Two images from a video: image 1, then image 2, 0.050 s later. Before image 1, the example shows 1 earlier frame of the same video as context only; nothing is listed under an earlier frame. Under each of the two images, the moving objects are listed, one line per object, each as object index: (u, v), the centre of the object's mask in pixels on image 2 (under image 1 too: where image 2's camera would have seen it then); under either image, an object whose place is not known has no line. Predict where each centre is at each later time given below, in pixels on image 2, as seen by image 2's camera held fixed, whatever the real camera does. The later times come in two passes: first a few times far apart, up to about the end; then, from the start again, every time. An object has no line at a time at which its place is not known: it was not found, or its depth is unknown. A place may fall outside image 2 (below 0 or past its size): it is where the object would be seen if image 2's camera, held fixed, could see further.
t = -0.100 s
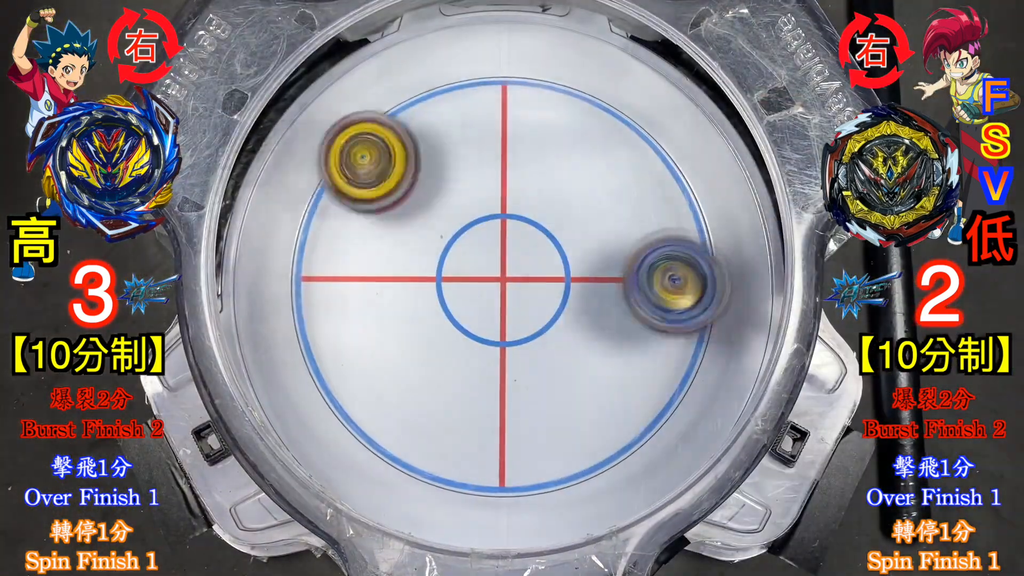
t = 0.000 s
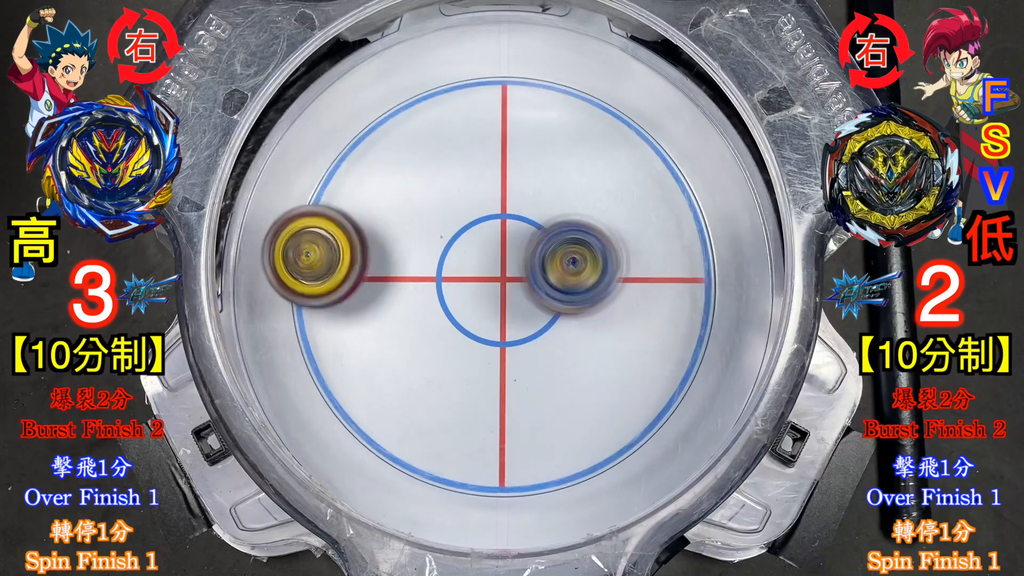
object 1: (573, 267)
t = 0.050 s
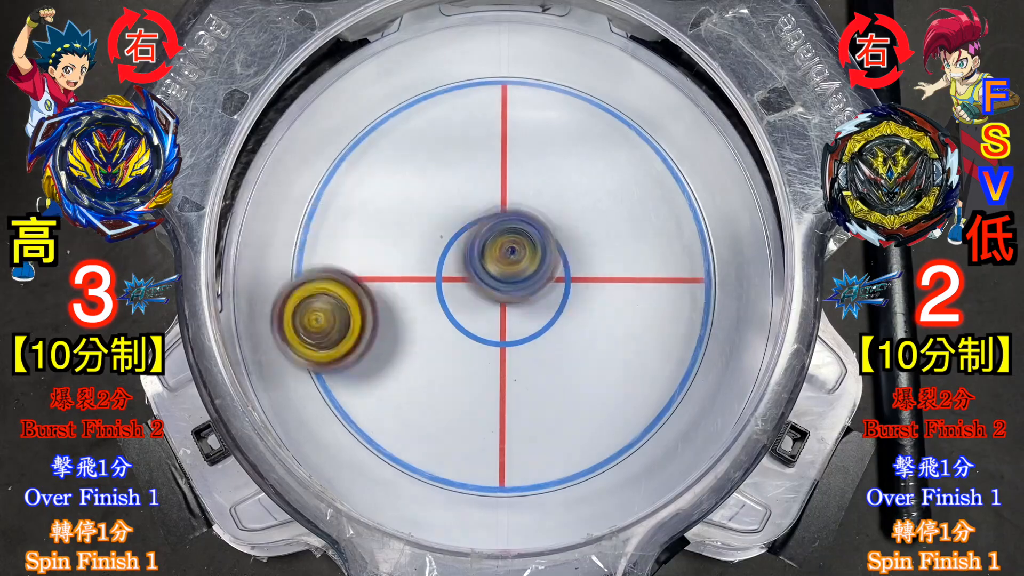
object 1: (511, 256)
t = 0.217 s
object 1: (315, 231)
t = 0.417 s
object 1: (297, 260)
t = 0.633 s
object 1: (525, 330)
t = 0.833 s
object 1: (690, 324)
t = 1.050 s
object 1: (622, 242)
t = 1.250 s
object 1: (394, 180)
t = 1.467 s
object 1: (269, 242)
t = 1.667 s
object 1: (356, 357)
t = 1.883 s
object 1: (605, 378)
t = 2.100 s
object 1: (693, 227)
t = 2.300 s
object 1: (496, 105)
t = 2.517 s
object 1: (270, 177)
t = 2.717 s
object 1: (313, 229)
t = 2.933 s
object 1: (348, 82)
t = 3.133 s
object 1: (490, 234)
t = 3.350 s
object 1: (635, 409)
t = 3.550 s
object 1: (616, 388)
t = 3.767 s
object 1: (486, 207)
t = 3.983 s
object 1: (411, 166)
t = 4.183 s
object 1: (446, 299)
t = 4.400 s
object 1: (619, 412)
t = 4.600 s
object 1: (683, 320)
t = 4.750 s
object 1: (614, 182)
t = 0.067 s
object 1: (490, 252)
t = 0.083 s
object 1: (468, 248)
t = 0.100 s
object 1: (447, 243)
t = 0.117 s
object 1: (427, 240)
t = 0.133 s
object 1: (407, 236)
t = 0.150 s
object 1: (386, 233)
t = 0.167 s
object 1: (367, 233)
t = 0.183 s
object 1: (348, 231)
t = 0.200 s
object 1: (331, 231)
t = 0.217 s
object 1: (315, 231)
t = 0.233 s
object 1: (300, 230)
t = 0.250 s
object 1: (288, 232)
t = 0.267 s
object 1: (277, 232)
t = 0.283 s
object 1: (268, 233)
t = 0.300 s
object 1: (264, 235)
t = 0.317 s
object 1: (260, 238)
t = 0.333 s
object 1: (259, 243)
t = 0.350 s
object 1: (263, 244)
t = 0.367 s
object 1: (267, 248)
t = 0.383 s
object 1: (275, 252)
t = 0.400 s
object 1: (285, 256)
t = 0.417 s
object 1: (297, 260)
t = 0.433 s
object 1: (310, 265)
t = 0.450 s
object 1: (324, 270)
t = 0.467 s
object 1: (340, 276)
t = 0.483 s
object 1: (357, 282)
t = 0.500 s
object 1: (374, 287)
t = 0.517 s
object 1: (392, 293)
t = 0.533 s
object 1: (409, 300)
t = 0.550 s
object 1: (429, 306)
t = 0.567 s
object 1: (449, 312)
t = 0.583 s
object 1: (469, 318)
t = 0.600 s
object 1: (489, 323)
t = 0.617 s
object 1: (506, 326)
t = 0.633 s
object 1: (525, 330)
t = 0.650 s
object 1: (544, 333)
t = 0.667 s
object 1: (559, 336)
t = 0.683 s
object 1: (577, 338)
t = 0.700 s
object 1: (595, 340)
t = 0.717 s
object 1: (610, 340)
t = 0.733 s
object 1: (626, 337)
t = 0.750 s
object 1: (640, 336)
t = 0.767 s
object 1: (653, 335)
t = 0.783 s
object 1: (662, 335)
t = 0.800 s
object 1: (673, 332)
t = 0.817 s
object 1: (682, 328)
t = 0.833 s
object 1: (690, 324)
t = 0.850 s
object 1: (697, 319)
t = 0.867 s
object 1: (702, 315)
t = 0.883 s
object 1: (703, 311)
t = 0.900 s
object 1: (704, 305)
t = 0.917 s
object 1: (705, 299)
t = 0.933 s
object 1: (704, 294)
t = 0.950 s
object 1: (700, 286)
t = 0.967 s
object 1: (691, 279)
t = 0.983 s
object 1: (678, 272)
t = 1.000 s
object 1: (667, 267)
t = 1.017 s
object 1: (654, 257)
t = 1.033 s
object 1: (637, 249)
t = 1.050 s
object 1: (622, 242)
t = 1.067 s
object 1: (605, 235)
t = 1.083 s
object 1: (588, 230)
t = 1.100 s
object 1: (570, 222)
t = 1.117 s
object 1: (552, 215)
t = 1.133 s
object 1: (531, 209)
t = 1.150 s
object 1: (510, 205)
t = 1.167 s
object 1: (492, 199)
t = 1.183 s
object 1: (472, 194)
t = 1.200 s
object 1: (451, 188)
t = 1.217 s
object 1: (432, 185)
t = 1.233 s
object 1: (415, 185)
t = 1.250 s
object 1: (394, 180)
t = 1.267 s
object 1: (376, 178)
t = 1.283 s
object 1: (357, 179)
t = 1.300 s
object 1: (342, 180)
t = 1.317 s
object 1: (326, 181)
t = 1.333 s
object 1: (312, 182)
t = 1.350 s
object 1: (301, 187)
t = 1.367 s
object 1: (292, 192)
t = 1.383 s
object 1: (286, 200)
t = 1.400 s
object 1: (280, 206)
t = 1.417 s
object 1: (274, 215)
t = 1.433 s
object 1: (270, 224)
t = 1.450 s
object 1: (270, 233)
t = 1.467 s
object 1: (269, 242)
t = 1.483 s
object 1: (268, 250)
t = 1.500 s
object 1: (269, 261)
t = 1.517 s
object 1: (274, 270)
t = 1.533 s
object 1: (277, 279)
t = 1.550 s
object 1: (280, 287)
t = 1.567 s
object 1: (287, 301)
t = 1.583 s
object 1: (296, 310)
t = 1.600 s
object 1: (305, 319)
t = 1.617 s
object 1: (313, 331)
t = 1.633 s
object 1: (330, 340)
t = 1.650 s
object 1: (345, 348)
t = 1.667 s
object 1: (356, 357)
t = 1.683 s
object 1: (375, 365)
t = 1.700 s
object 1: (396, 369)
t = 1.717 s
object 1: (412, 373)
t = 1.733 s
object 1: (430, 382)
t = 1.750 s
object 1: (452, 387)
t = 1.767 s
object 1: (472, 387)
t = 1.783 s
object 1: (492, 392)
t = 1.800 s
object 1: (514, 392)
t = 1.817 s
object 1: (534, 388)
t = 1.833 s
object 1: (552, 389)
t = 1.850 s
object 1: (573, 387)
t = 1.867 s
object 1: (591, 382)
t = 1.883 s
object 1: (605, 378)
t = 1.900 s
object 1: (626, 372)
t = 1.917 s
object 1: (640, 362)
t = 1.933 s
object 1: (654, 355)
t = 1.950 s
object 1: (669, 346)
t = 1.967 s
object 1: (681, 334)
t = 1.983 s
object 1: (692, 324)
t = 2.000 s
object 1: (700, 310)
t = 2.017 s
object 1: (704, 295)
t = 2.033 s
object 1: (707, 283)
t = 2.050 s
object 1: (708, 268)
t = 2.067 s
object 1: (703, 253)
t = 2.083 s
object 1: (700, 241)
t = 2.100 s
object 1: (693, 227)
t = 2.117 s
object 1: (681, 213)
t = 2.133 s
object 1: (670, 202)
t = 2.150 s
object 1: (655, 190)
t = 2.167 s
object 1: (642, 179)
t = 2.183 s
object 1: (628, 167)
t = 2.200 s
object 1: (611, 156)
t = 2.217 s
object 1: (595, 144)
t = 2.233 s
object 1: (575, 134)
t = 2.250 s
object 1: (557, 127)
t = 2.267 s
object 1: (537, 117)
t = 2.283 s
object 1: (515, 110)
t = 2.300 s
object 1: (496, 105)
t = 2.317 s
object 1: (473, 100)
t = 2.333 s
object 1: (454, 99)
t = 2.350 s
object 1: (432, 96)
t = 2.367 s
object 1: (409, 95)
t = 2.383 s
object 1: (389, 98)
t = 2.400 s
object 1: (369, 102)
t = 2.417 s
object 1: (352, 110)
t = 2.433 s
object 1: (334, 117)
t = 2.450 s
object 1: (315, 130)
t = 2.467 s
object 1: (304, 139)
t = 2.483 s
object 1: (290, 153)
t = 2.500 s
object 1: (281, 166)
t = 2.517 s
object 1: (270, 177)
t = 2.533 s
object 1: (262, 195)
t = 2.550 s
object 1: (256, 208)
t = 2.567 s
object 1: (252, 224)
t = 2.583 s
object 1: (262, 233)
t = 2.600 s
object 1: (273, 245)
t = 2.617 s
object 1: (294, 256)
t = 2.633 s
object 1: (311, 270)
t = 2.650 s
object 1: (336, 281)
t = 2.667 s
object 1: (350, 291)
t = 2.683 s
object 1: (339, 269)
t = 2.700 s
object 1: (324, 251)
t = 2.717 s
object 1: (313, 229)
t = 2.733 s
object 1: (306, 210)
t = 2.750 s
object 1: (300, 194)
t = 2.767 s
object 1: (299, 173)
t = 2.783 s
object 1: (299, 159)
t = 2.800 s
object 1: (299, 144)
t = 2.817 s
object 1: (304, 131)
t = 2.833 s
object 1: (309, 121)
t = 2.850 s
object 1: (313, 109)
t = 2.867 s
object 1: (322, 100)
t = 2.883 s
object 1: (328, 92)
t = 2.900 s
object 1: (337, 82)
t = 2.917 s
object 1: (346, 79)
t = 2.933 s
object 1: (348, 82)
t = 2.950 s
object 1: (356, 85)
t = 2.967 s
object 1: (366, 95)
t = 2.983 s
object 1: (374, 102)
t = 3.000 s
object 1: (386, 113)
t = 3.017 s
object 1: (397, 128)
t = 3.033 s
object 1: (408, 140)
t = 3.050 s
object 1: (424, 152)
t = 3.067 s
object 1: (437, 169)
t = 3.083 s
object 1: (448, 183)
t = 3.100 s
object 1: (463, 200)
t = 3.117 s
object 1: (478, 220)
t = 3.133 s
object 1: (490, 234)
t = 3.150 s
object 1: (505, 248)
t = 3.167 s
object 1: (519, 267)
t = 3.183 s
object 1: (530, 284)
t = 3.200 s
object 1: (544, 301)
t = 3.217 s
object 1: (557, 316)
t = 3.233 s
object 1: (567, 330)
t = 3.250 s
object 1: (580, 343)
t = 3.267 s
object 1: (593, 359)
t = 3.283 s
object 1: (601, 376)
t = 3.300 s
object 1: (612, 387)
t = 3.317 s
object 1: (621, 395)
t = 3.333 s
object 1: (628, 405)
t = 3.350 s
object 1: (635, 409)
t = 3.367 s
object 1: (644, 415)
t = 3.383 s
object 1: (651, 425)
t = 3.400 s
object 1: (654, 432)
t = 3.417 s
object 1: (658, 435)
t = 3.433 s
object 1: (659, 440)
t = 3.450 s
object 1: (657, 443)
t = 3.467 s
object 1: (652, 437)
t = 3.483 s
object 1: (650, 427)
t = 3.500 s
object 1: (641, 420)
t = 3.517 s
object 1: (632, 410)
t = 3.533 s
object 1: (622, 397)
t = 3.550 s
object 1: (616, 388)
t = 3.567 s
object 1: (606, 377)
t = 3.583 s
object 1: (593, 363)
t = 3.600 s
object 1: (584, 345)
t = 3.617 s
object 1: (576, 333)
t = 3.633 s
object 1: (565, 321)
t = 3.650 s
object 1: (552, 307)
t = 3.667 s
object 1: (542, 288)
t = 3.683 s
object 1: (534, 274)
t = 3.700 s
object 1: (524, 260)
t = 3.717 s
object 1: (511, 246)
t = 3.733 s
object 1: (501, 231)
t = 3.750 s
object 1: (494, 217)
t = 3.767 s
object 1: (486, 207)
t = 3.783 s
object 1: (476, 196)
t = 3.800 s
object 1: (468, 184)
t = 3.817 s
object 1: (462, 175)
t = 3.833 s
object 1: (456, 169)
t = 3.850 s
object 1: (448, 164)
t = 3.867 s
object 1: (440, 158)
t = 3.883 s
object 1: (436, 153)
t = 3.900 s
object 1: (432, 152)
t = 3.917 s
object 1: (426, 154)
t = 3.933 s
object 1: (419, 154)
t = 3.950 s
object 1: (416, 154)
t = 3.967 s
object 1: (413, 158)
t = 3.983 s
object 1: (411, 166)
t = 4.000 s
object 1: (405, 171)
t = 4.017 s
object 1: (403, 177)
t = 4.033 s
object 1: (406, 186)
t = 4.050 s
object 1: (406, 197)
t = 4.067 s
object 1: (405, 209)
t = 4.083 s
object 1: (406, 220)
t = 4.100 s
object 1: (412, 230)
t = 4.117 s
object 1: (417, 244)
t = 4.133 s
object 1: (422, 260)
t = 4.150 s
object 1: (427, 273)
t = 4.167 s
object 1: (435, 285)
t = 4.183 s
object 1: (446, 299)
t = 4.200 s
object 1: (457, 314)
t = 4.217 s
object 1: (467, 329)
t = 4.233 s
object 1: (478, 340)
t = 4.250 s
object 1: (491, 350)
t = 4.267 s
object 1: (507, 361)
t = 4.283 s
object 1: (521, 373)
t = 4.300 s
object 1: (534, 383)
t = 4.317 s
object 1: (548, 390)
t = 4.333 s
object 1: (562, 395)
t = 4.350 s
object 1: (579, 401)
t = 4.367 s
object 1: (595, 406)
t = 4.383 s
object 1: (606, 411)
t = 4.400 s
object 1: (619, 412)
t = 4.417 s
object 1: (632, 411)
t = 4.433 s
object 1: (646, 409)
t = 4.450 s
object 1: (659, 408)
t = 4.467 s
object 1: (670, 405)
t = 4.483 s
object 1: (677, 401)
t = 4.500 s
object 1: (686, 393)
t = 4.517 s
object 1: (689, 383)
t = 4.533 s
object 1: (691, 371)
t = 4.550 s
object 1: (691, 360)
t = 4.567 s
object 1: (690, 348)
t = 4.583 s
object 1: (687, 337)
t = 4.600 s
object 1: (683, 320)
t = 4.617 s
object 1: (679, 305)
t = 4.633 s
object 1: (674, 289)
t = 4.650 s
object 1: (669, 274)
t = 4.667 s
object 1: (662, 260)
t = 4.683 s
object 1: (654, 245)
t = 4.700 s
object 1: (644, 230)
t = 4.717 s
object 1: (634, 214)
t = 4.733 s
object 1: (625, 197)
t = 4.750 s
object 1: (614, 182)
